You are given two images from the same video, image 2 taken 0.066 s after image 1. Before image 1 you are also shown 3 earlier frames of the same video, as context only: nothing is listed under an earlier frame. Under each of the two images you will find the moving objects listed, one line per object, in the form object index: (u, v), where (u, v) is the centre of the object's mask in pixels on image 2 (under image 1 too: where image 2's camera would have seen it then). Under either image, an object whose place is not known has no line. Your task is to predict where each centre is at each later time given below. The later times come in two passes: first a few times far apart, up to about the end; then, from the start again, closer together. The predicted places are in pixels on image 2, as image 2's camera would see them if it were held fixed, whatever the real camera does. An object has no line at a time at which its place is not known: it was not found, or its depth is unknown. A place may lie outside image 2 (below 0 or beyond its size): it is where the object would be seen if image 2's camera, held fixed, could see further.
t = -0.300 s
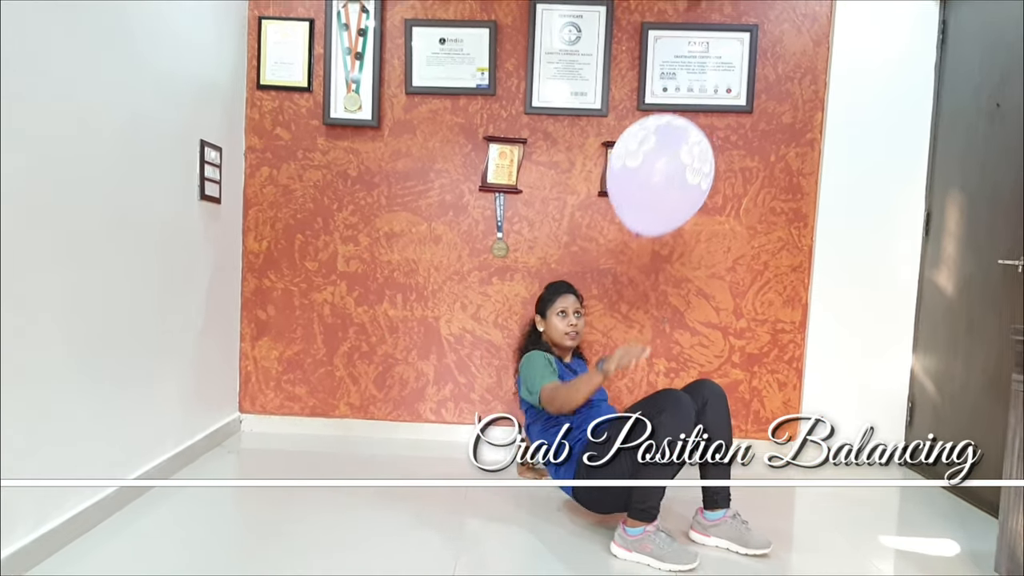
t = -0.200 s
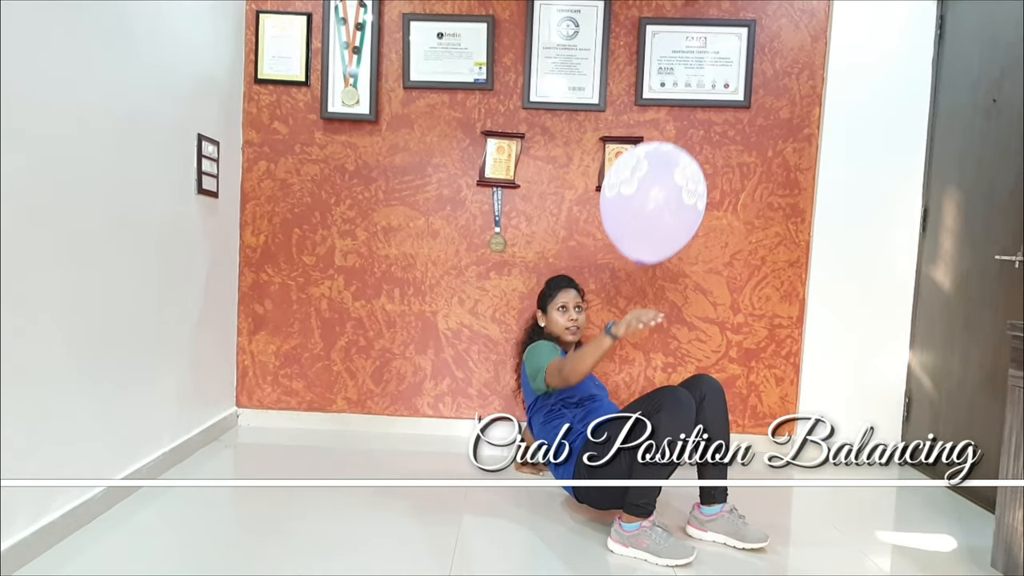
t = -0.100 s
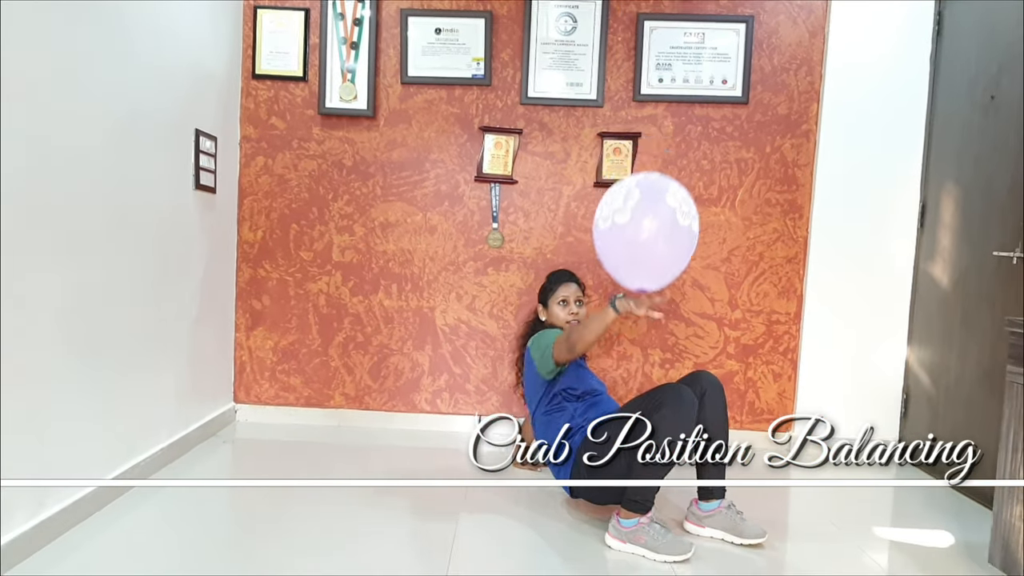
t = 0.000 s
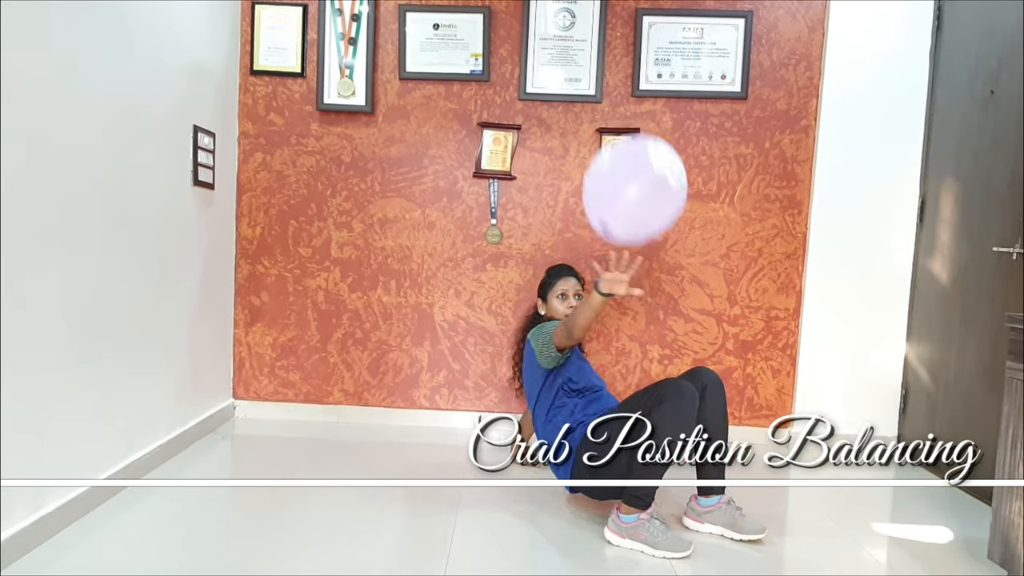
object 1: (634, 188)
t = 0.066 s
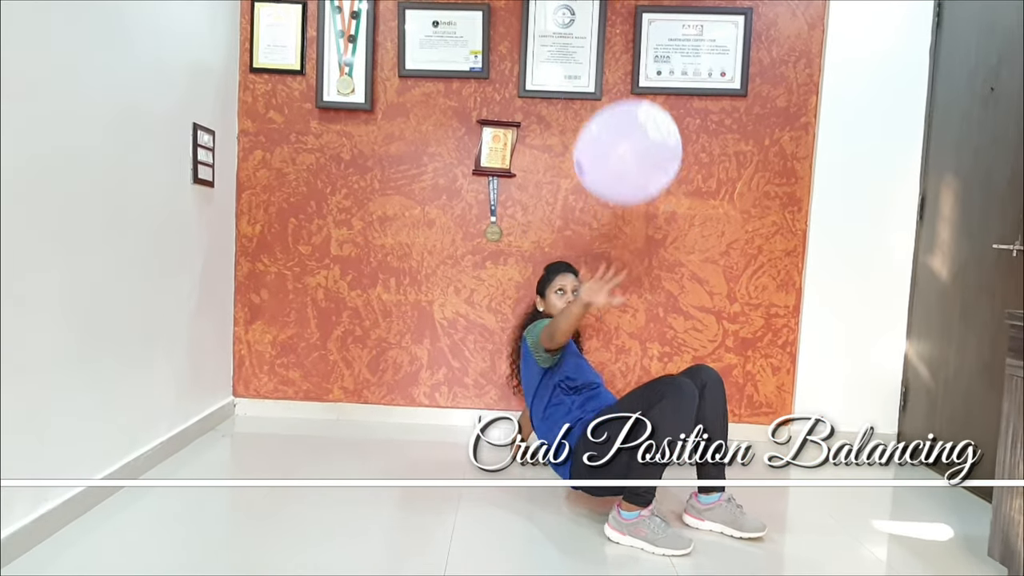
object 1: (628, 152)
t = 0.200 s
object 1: (617, 94)
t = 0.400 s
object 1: (605, 38)
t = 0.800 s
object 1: (596, 10)
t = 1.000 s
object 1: (593, 7)
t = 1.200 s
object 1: (590, 11)
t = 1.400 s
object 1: (587, 21)
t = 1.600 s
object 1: (584, 43)
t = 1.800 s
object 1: (581, 83)
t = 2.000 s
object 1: (578, 129)
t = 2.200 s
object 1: (576, 179)
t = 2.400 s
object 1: (575, 231)
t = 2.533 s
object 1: (576, 266)
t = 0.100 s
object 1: (625, 136)
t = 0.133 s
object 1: (623, 122)
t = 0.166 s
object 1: (620, 108)
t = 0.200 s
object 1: (617, 94)
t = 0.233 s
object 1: (615, 82)
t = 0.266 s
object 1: (613, 71)
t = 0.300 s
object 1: (611, 59)
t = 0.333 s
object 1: (608, 49)
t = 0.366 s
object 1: (607, 43)
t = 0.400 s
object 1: (605, 38)
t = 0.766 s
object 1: (597, 12)
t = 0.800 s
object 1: (596, 10)
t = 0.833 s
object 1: (596, 9)
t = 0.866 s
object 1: (595, 8)
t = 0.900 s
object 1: (594, 8)
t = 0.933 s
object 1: (594, 7)
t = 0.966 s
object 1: (593, 7)
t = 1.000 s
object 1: (593, 7)
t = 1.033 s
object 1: (592, 7)
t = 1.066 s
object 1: (591, 8)
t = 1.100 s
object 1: (591, 9)
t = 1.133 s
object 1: (590, 9)
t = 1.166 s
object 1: (590, 10)
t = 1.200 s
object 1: (590, 11)
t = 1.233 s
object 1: (589, 12)
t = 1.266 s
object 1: (589, 14)
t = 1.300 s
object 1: (588, 15)
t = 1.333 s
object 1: (588, 17)
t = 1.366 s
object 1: (588, 19)
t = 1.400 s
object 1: (587, 21)
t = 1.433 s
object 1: (587, 23)
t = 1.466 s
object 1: (587, 26)
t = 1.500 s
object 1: (586, 29)
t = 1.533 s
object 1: (585, 33)
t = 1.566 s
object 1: (585, 38)
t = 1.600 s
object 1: (584, 43)
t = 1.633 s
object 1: (584, 50)
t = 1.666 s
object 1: (583, 56)
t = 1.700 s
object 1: (582, 62)
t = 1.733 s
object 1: (582, 69)
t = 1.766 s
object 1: (581, 76)
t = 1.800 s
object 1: (581, 83)
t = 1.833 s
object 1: (580, 90)
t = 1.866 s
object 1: (580, 98)
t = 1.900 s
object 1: (579, 105)
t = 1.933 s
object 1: (579, 113)
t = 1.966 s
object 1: (578, 121)
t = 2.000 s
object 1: (578, 129)
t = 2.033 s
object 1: (577, 136)
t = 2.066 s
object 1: (577, 144)
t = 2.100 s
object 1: (577, 153)
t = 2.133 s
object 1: (576, 162)
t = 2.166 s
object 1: (576, 170)
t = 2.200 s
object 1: (576, 179)
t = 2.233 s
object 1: (576, 188)
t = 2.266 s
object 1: (575, 196)
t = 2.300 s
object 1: (575, 205)
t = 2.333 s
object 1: (575, 214)
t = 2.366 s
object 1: (575, 222)
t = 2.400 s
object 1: (575, 231)
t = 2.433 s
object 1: (576, 240)
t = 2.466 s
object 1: (576, 248)
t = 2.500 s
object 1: (576, 257)
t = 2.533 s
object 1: (576, 266)
